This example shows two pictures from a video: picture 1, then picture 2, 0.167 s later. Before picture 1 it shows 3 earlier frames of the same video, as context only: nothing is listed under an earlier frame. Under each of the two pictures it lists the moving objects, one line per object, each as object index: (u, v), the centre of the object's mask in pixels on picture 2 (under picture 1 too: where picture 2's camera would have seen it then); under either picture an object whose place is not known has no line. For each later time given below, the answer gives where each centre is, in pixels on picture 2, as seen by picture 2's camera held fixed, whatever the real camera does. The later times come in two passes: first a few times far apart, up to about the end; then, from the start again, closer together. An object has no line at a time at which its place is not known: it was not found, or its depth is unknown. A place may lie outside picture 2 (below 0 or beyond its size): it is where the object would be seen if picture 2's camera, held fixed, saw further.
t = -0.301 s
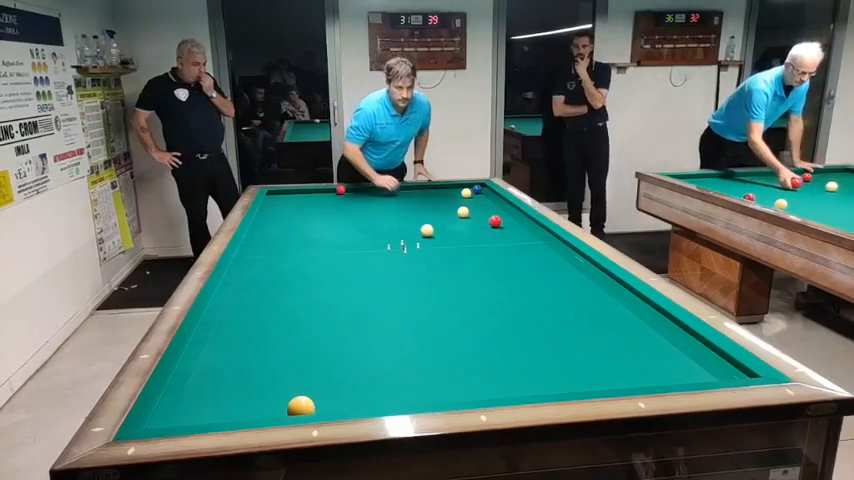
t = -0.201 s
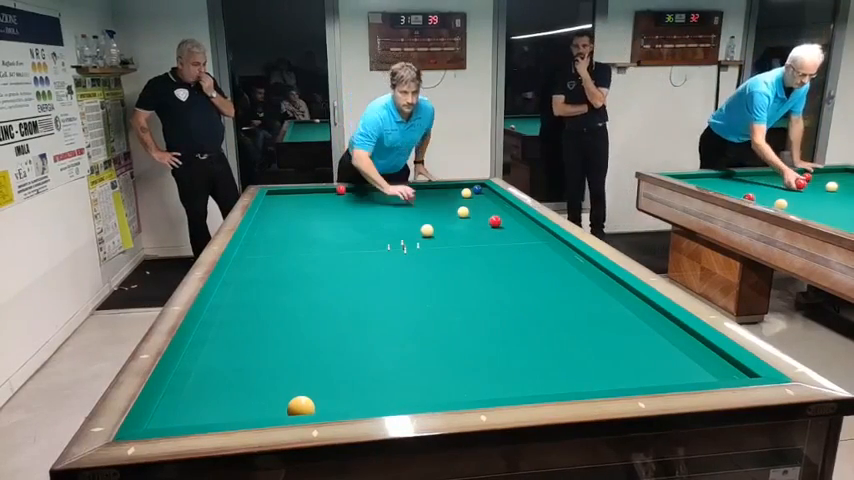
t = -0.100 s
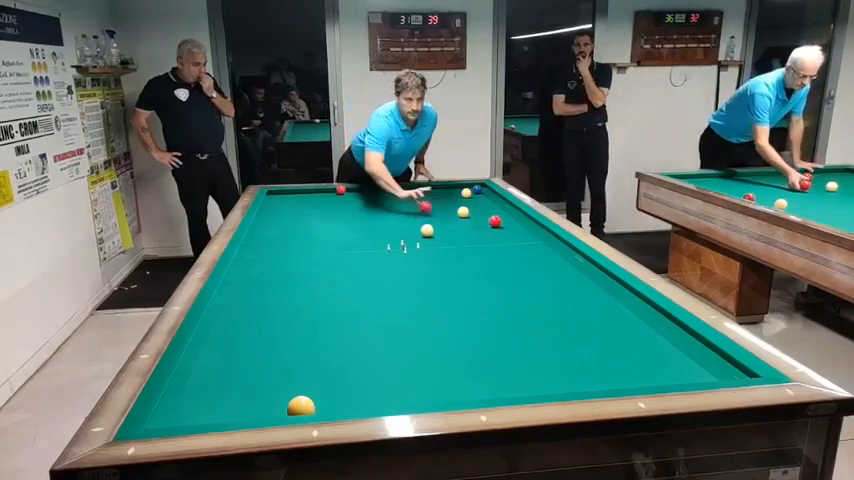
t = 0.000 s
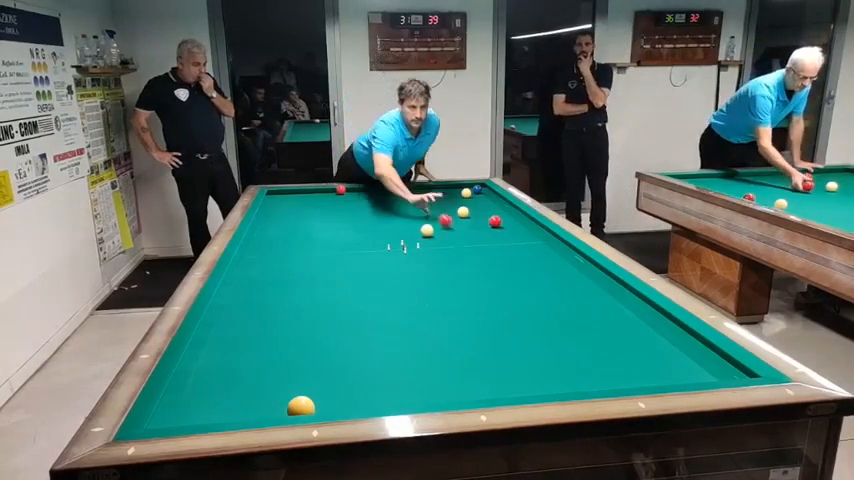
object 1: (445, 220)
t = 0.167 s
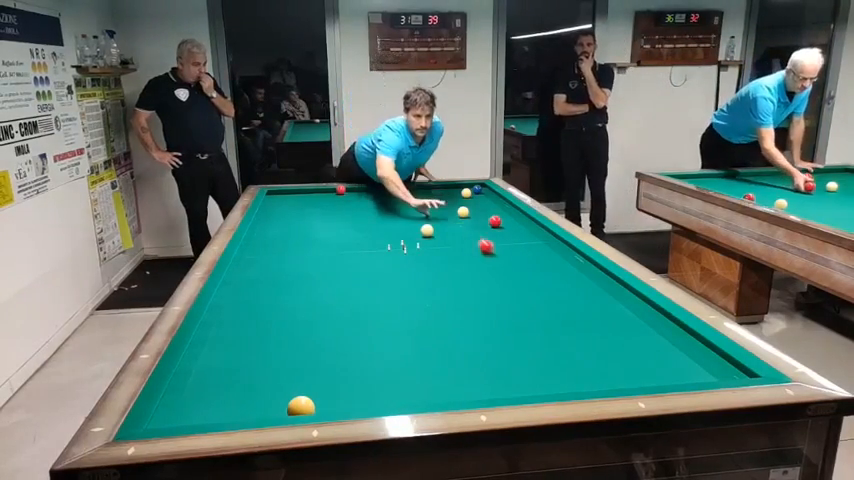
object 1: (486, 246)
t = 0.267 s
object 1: (516, 264)
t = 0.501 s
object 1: (607, 319)
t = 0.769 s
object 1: (678, 350)
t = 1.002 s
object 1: (633, 302)
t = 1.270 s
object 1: (598, 272)
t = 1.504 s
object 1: (567, 254)
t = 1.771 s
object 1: (538, 236)
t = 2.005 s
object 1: (518, 224)
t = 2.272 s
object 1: (498, 212)
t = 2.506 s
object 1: (483, 204)
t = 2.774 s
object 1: (469, 195)
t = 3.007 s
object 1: (465, 194)
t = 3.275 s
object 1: (461, 192)
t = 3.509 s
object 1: (458, 191)
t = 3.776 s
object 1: (448, 191)
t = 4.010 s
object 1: (441, 192)
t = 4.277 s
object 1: (433, 193)
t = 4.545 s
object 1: (426, 193)
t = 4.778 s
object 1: (420, 194)
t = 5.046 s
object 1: (413, 195)
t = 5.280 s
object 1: (407, 195)
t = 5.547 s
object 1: (401, 196)
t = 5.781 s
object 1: (396, 196)
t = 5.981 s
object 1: (393, 197)
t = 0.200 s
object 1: (495, 251)
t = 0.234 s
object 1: (505, 258)
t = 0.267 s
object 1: (516, 264)
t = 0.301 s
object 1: (526, 271)
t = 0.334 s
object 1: (538, 277)
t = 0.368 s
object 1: (550, 285)
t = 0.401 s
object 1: (563, 293)
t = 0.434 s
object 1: (577, 301)
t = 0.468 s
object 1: (592, 310)
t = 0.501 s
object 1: (607, 319)
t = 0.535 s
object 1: (624, 329)
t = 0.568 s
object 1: (641, 340)
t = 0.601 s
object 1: (660, 351)
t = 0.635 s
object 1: (679, 362)
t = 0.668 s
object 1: (700, 373)
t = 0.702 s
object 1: (698, 370)
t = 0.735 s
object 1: (687, 360)
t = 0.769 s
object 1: (678, 350)
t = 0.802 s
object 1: (670, 342)
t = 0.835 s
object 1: (662, 333)
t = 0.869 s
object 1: (655, 326)
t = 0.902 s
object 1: (649, 320)
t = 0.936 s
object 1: (643, 313)
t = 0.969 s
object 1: (638, 307)
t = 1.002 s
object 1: (633, 302)
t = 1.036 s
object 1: (629, 298)
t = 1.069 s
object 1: (625, 293)
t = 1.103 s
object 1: (622, 289)
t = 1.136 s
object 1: (618, 285)
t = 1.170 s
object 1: (613, 281)
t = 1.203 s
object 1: (607, 278)
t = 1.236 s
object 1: (602, 275)
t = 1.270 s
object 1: (598, 272)
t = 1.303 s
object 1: (592, 269)
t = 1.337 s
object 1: (588, 266)
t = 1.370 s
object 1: (583, 264)
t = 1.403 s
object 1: (579, 261)
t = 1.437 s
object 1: (575, 258)
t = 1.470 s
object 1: (571, 256)
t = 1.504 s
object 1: (567, 254)
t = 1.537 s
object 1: (563, 251)
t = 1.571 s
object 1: (559, 249)
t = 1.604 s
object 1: (555, 247)
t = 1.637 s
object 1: (552, 244)
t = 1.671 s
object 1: (548, 242)
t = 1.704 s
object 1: (545, 240)
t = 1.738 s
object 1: (542, 238)
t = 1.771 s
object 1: (538, 236)
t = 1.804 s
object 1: (535, 234)
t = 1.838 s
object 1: (532, 232)
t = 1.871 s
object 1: (529, 231)
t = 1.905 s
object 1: (526, 229)
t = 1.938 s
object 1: (523, 228)
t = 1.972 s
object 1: (521, 226)
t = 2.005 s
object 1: (518, 224)
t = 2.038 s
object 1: (515, 222)
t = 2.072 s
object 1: (512, 221)
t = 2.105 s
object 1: (510, 219)
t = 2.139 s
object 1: (508, 218)
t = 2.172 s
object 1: (505, 216)
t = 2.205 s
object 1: (503, 215)
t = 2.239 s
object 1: (501, 213)
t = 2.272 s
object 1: (498, 212)
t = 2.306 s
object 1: (496, 211)
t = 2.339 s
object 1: (494, 210)
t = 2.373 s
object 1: (491, 208)
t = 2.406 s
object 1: (489, 207)
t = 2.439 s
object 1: (487, 206)
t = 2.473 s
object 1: (485, 205)
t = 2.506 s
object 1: (483, 204)
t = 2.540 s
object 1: (482, 202)
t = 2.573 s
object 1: (480, 201)
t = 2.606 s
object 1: (477, 200)
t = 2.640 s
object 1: (476, 199)
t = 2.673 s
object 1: (475, 198)
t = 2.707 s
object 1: (472, 197)
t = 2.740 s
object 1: (471, 196)
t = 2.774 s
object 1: (469, 195)
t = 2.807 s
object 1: (468, 195)
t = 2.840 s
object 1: (468, 195)
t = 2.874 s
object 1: (468, 194)
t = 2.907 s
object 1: (467, 194)
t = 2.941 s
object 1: (467, 194)
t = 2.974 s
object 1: (466, 194)
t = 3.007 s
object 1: (465, 194)
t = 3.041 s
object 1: (464, 193)
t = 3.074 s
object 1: (464, 193)
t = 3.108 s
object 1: (463, 193)
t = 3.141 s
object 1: (463, 193)
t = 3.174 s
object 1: (462, 193)
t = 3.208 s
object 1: (462, 192)
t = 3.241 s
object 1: (462, 192)
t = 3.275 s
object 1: (461, 192)
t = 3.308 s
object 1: (461, 192)
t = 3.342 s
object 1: (460, 192)
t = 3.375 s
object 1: (459, 191)
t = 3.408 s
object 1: (459, 191)
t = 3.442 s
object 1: (459, 191)
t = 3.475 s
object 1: (458, 190)
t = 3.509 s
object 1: (458, 191)
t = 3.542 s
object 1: (457, 191)
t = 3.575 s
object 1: (455, 191)
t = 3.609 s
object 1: (453, 191)
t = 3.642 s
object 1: (452, 191)
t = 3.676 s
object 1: (452, 191)
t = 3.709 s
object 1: (450, 191)
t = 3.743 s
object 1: (449, 191)
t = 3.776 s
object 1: (448, 191)
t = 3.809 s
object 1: (447, 191)
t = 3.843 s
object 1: (446, 192)
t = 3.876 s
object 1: (445, 192)
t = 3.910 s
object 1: (444, 192)
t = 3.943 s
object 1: (443, 192)
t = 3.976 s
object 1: (442, 192)
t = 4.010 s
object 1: (441, 192)
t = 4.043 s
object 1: (440, 192)
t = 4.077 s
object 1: (439, 192)
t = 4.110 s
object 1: (438, 192)
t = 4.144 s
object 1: (437, 192)
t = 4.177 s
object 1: (436, 192)
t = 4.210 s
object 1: (435, 192)
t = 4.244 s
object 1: (434, 193)
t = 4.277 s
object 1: (433, 193)
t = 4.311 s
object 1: (432, 193)
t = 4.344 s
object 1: (431, 193)
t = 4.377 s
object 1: (430, 193)
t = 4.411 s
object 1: (429, 193)
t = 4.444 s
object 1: (428, 193)
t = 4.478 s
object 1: (428, 193)
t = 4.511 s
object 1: (427, 193)
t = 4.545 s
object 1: (426, 193)
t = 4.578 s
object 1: (425, 193)
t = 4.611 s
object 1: (424, 194)
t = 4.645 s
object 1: (423, 193)
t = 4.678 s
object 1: (422, 193)
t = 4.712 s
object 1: (421, 194)
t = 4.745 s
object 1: (420, 194)
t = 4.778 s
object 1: (420, 194)
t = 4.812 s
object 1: (419, 194)
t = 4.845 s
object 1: (418, 194)
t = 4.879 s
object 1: (417, 194)
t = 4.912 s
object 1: (416, 194)
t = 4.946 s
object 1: (415, 194)
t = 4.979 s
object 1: (415, 194)
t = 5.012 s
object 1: (414, 194)
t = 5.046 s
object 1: (413, 195)
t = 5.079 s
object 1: (412, 195)
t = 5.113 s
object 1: (411, 195)
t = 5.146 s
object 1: (411, 195)
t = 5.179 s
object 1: (409, 195)
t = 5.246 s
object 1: (408, 195)
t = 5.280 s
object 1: (407, 195)
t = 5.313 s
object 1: (406, 195)
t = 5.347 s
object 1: (406, 195)
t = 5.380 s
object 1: (405, 195)
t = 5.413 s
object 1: (404, 196)
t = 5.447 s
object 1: (404, 195)
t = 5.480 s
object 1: (403, 195)
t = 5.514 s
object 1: (402, 195)
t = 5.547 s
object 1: (401, 196)
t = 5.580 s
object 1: (401, 196)
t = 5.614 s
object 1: (400, 196)
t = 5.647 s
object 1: (399, 196)
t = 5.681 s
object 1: (398, 196)
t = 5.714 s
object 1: (398, 196)
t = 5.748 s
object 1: (397, 196)
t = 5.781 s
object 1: (396, 196)
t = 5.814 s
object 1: (396, 196)
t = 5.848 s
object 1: (395, 196)
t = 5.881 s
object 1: (394, 196)
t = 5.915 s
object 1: (394, 196)
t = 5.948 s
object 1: (393, 196)
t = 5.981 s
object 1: (393, 197)
